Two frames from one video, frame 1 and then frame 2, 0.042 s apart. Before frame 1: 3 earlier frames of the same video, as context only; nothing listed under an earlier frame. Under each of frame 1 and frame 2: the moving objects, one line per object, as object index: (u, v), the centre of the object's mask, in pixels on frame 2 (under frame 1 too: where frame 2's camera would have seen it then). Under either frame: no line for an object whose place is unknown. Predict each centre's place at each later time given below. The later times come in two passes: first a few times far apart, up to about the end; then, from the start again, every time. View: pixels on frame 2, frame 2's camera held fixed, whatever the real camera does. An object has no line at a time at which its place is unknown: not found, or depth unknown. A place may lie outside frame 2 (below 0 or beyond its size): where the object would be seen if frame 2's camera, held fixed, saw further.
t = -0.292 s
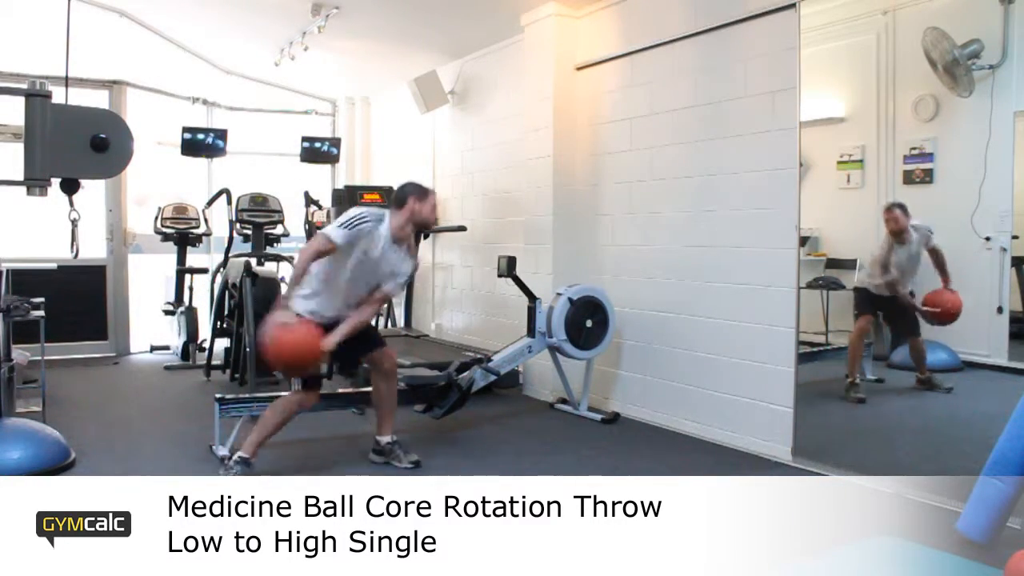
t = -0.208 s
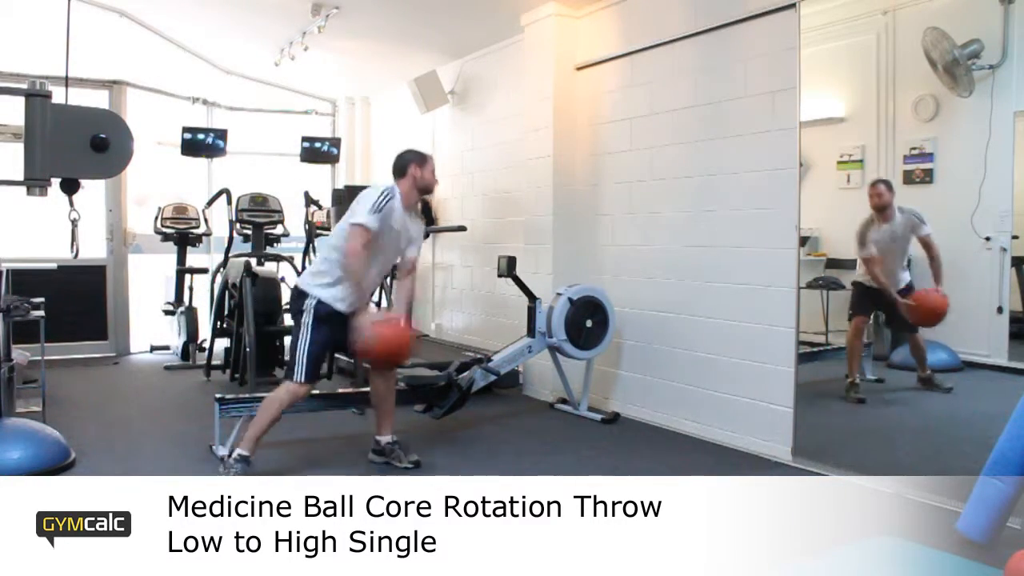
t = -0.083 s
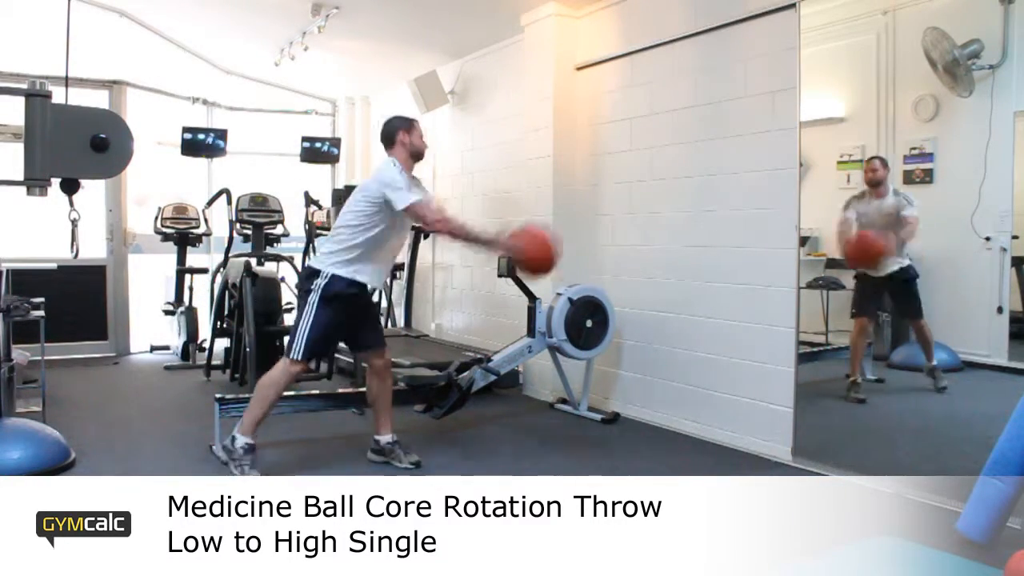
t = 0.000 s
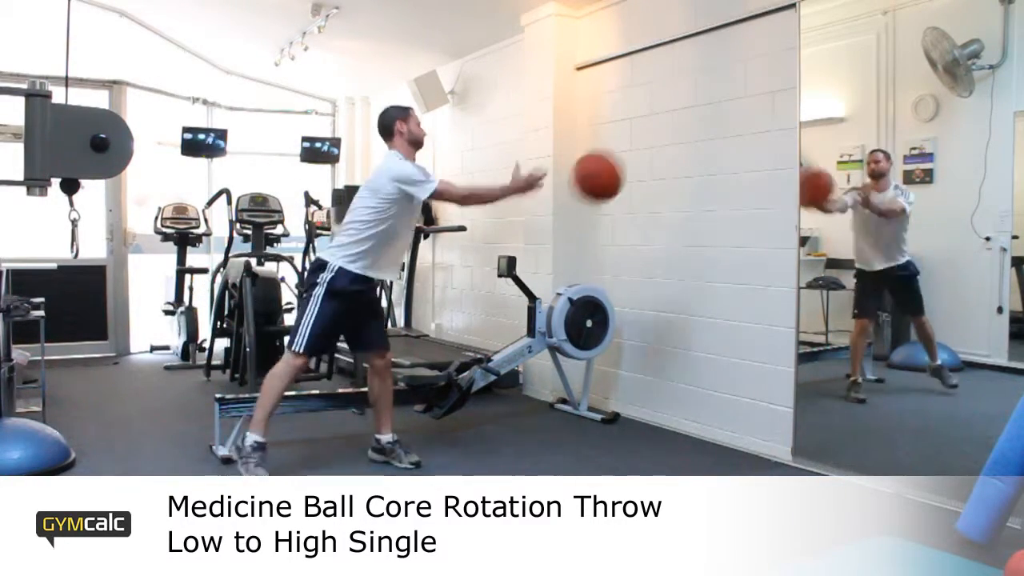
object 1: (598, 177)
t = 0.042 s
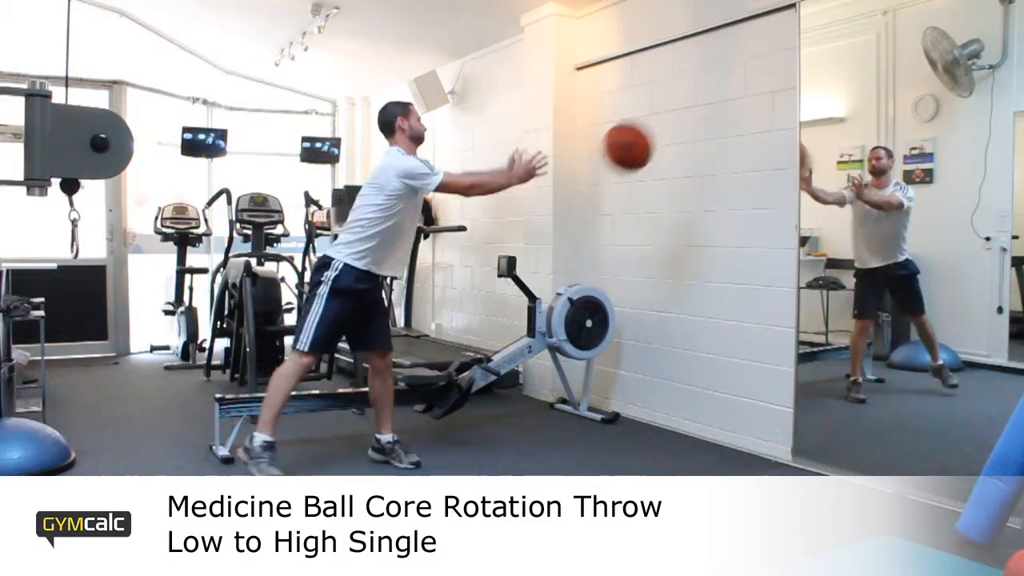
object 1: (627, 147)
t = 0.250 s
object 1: (646, 66)
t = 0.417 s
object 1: (569, 70)
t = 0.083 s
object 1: (656, 121)
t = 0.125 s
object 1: (683, 100)
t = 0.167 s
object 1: (692, 87)
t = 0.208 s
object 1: (664, 71)
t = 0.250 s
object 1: (646, 66)
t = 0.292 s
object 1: (628, 62)
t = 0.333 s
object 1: (609, 62)
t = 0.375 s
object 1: (589, 64)
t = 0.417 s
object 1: (569, 70)
